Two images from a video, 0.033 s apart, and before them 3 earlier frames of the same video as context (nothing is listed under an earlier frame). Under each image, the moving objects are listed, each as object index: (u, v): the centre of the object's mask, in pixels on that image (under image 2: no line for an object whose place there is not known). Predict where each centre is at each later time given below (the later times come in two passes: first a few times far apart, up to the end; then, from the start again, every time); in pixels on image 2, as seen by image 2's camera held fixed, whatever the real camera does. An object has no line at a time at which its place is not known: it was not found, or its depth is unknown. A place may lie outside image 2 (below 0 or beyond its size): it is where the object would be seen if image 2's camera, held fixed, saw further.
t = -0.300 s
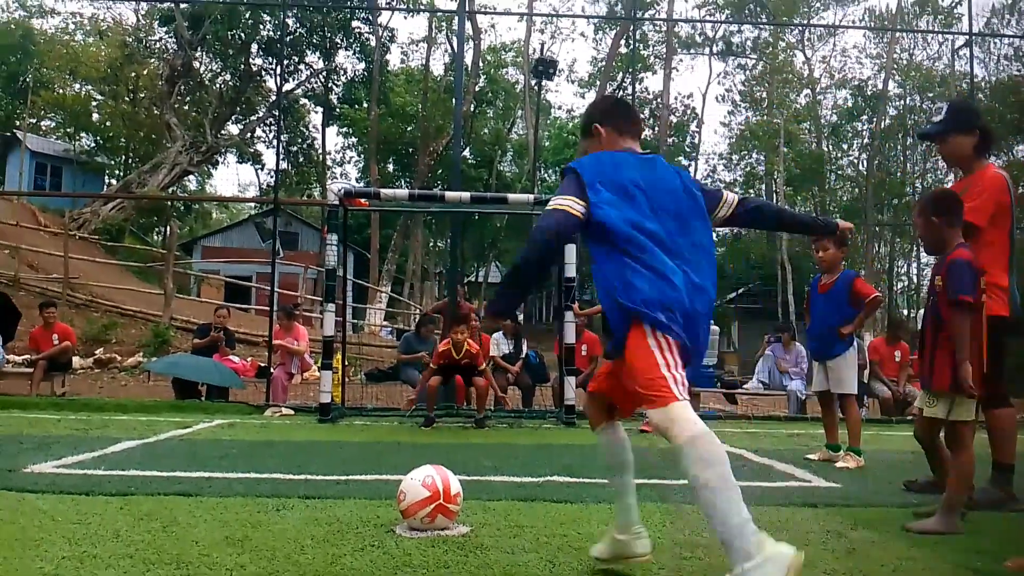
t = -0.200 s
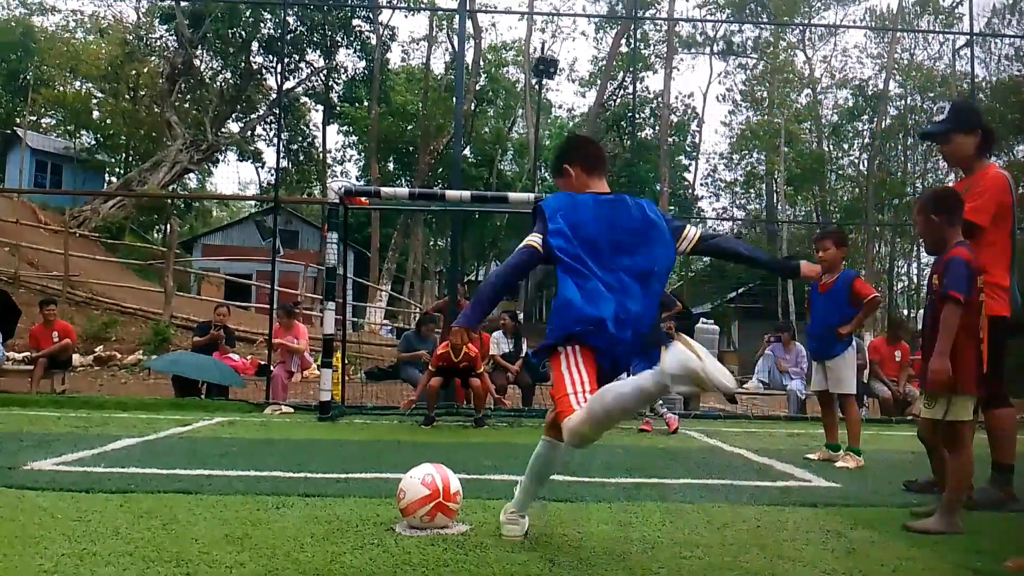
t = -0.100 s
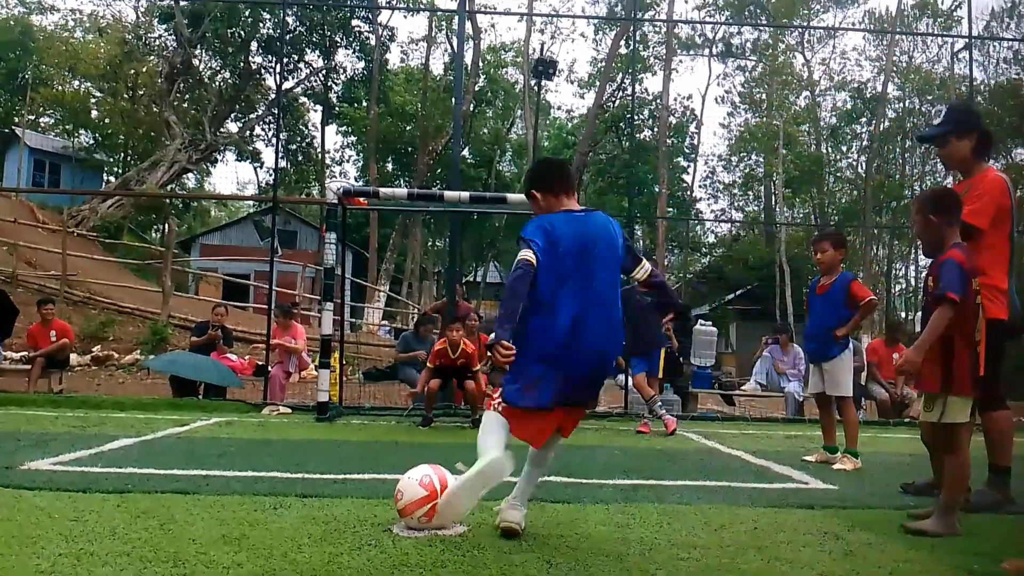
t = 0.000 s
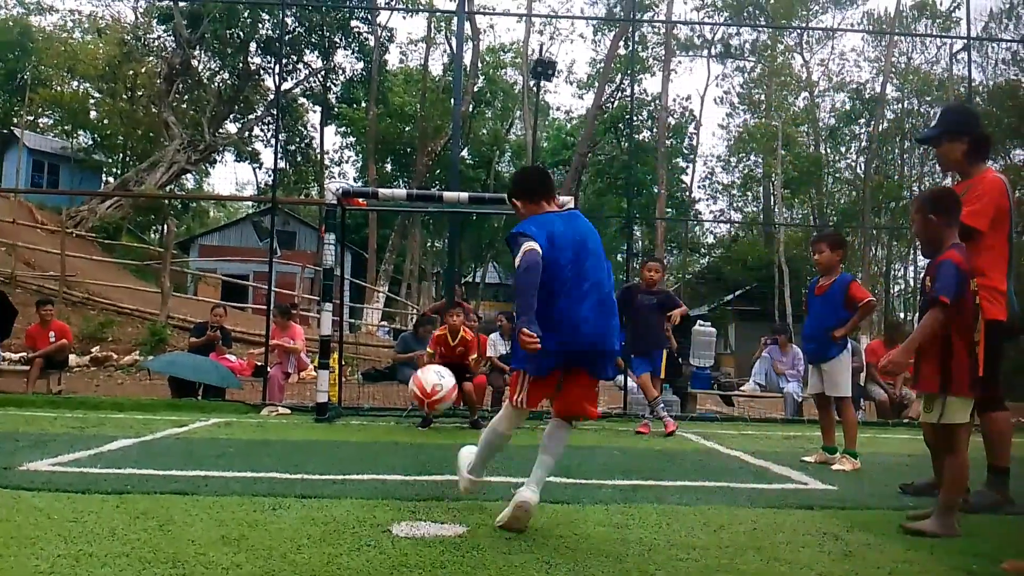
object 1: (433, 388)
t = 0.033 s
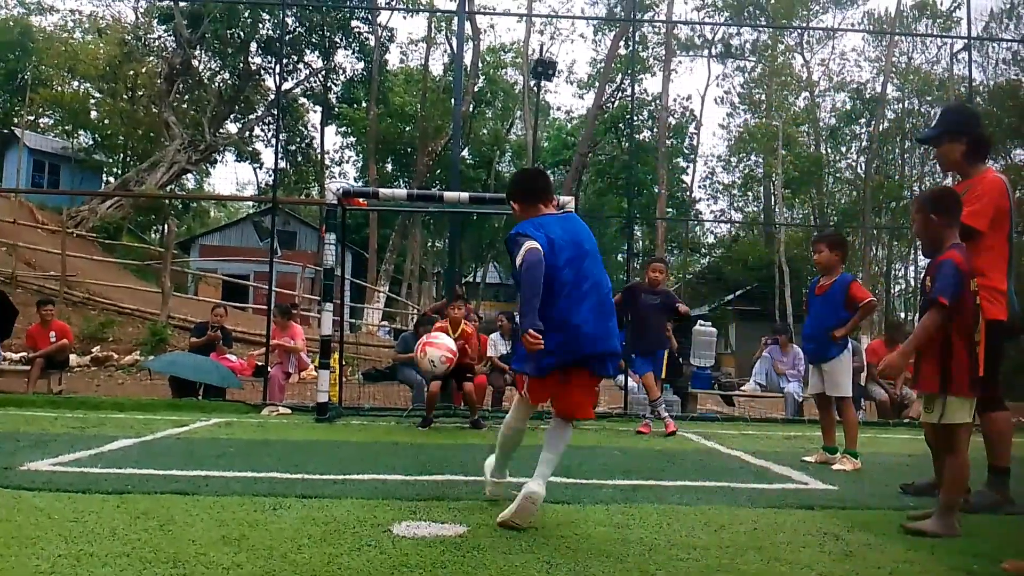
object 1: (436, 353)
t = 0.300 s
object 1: (469, 174)
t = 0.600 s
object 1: (512, 62)
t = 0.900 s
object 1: (530, 51)
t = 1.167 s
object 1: (541, 115)
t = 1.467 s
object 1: (554, 126)
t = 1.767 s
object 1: (571, 85)
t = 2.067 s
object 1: (588, 180)
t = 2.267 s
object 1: (602, 363)
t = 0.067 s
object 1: (438, 326)
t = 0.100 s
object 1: (440, 307)
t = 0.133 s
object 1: (442, 290)
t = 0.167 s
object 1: (444, 276)
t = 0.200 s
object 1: (450, 247)
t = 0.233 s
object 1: (457, 220)
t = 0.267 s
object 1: (463, 195)
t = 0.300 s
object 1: (469, 174)
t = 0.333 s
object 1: (474, 154)
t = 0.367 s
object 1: (480, 137)
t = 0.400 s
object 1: (485, 120)
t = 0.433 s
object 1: (490, 106)
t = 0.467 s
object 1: (494, 94)
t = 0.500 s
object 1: (499, 84)
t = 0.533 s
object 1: (504, 75)
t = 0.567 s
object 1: (509, 68)
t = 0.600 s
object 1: (512, 62)
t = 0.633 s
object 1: (517, 58)
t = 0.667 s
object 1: (521, 56)
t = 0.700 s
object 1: (522, 53)
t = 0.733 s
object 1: (524, 52)
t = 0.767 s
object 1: (525, 50)
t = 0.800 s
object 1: (526, 49)
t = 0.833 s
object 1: (528, 48)
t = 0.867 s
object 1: (529, 49)
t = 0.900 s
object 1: (530, 51)
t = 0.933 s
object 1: (532, 54)
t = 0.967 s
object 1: (534, 59)
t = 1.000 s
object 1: (535, 65)
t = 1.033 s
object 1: (536, 72)
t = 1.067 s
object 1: (538, 81)
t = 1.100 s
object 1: (539, 90)
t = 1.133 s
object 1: (540, 102)
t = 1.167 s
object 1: (541, 115)
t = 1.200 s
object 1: (542, 129)
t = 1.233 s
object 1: (544, 145)
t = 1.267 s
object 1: (545, 163)
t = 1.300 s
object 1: (546, 182)
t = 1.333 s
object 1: (547, 176)
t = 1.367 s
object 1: (549, 161)
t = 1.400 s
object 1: (551, 149)
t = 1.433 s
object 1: (553, 137)
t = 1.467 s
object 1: (554, 126)
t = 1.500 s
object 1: (556, 117)
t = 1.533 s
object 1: (557, 108)
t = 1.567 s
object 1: (559, 100)
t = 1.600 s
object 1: (561, 95)
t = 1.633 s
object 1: (563, 91)
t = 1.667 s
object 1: (565, 86)
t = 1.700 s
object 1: (567, 84)
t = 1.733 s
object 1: (568, 83)
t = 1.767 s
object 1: (571, 85)
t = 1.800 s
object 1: (572, 86)
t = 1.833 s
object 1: (574, 90)
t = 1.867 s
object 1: (576, 97)
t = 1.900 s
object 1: (578, 105)
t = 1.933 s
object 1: (580, 115)
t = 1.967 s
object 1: (582, 126)
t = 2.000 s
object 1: (584, 142)
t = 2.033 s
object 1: (586, 161)
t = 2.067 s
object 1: (588, 180)
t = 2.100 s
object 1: (590, 201)
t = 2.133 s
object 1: (593, 227)
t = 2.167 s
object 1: (594, 256)
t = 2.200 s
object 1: (596, 288)
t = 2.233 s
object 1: (600, 321)
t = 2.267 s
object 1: (602, 363)
